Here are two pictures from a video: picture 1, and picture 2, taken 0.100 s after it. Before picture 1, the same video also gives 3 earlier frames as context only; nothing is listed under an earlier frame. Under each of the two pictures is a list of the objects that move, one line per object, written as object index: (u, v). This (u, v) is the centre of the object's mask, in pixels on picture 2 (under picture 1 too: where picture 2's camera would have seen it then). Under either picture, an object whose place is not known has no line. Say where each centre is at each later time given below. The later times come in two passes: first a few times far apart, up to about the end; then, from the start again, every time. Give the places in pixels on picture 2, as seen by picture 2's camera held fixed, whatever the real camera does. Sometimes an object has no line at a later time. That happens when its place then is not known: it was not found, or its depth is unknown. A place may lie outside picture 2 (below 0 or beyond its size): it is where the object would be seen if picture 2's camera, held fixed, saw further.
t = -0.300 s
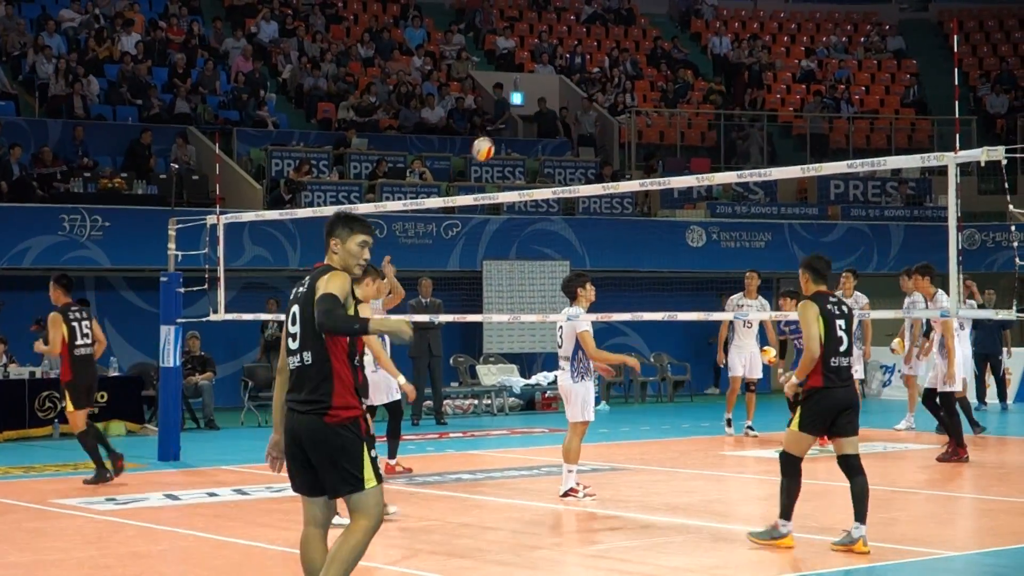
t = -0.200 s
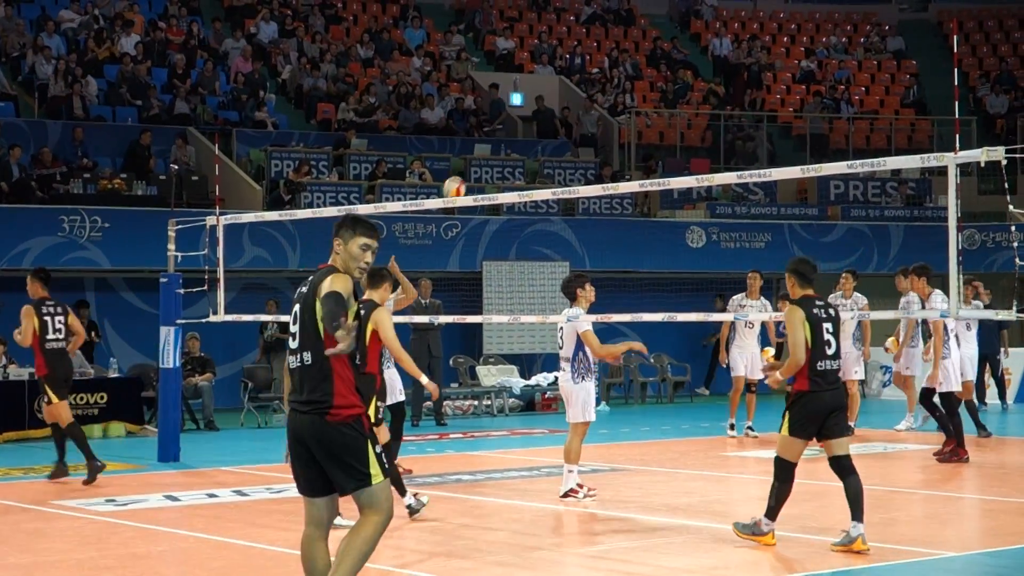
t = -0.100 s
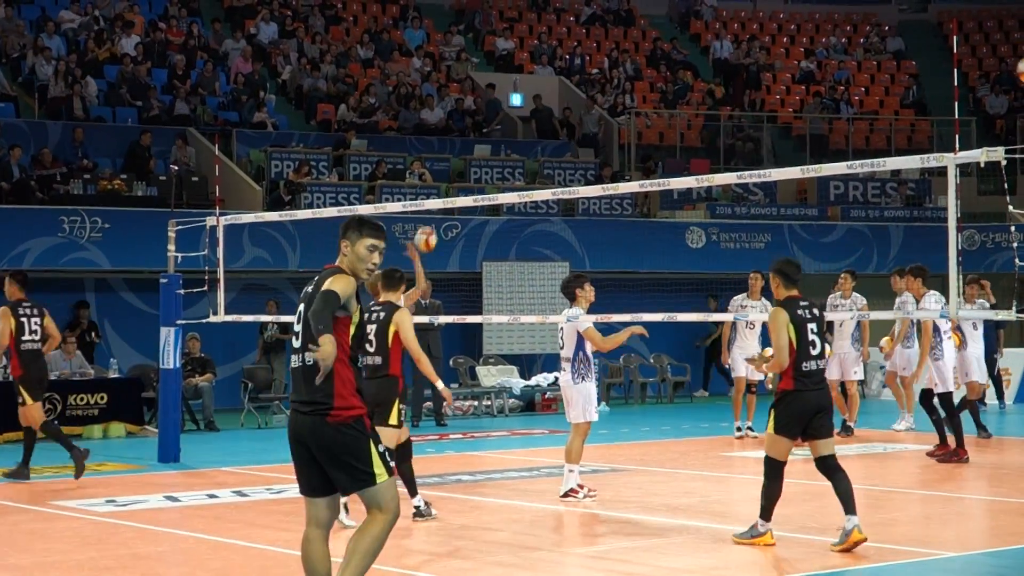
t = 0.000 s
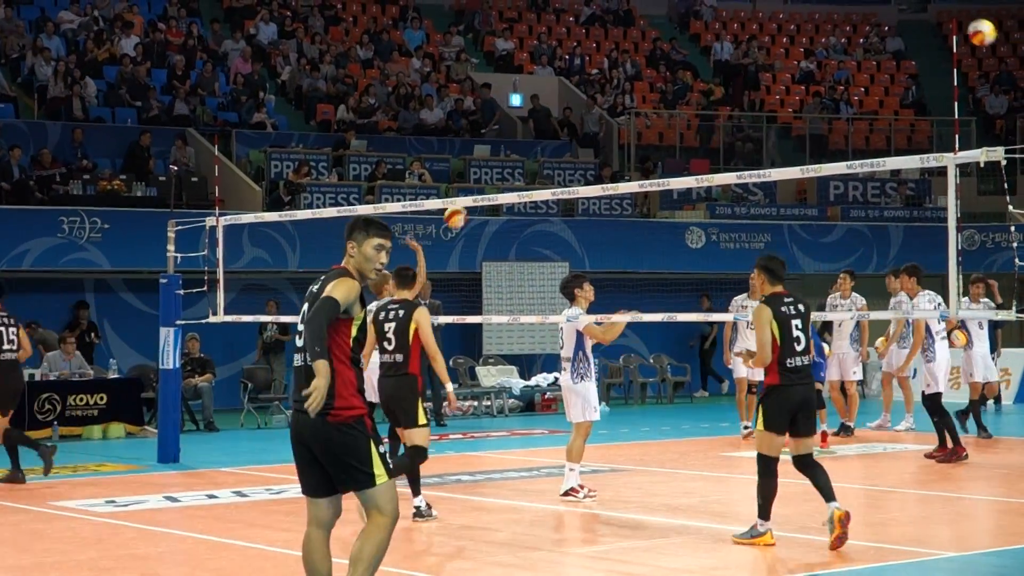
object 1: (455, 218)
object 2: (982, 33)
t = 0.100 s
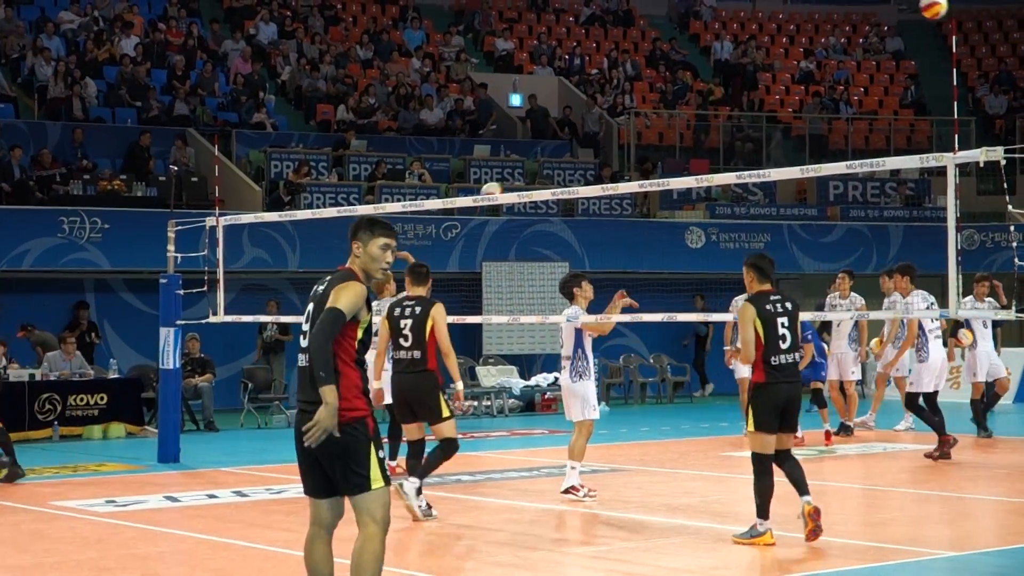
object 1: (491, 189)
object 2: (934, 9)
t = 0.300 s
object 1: (561, 179)
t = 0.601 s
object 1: (656, 231)
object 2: (701, 53)
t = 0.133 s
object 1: (504, 186)
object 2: (918, 6)
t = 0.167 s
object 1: (516, 183)
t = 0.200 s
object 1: (527, 181)
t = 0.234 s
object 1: (539, 179)
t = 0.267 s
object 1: (549, 179)
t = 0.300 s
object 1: (561, 179)
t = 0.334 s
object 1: (572, 180)
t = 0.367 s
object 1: (582, 180)
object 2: (807, 3)
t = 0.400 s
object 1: (593, 181)
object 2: (792, 5)
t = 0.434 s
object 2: (777, 8)
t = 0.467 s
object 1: (615, 201)
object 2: (762, 12)
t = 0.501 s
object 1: (625, 205)
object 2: (747, 19)
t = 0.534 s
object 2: (731, 29)
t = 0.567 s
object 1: (645, 222)
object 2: (716, 40)
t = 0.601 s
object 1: (656, 231)
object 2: (701, 53)
